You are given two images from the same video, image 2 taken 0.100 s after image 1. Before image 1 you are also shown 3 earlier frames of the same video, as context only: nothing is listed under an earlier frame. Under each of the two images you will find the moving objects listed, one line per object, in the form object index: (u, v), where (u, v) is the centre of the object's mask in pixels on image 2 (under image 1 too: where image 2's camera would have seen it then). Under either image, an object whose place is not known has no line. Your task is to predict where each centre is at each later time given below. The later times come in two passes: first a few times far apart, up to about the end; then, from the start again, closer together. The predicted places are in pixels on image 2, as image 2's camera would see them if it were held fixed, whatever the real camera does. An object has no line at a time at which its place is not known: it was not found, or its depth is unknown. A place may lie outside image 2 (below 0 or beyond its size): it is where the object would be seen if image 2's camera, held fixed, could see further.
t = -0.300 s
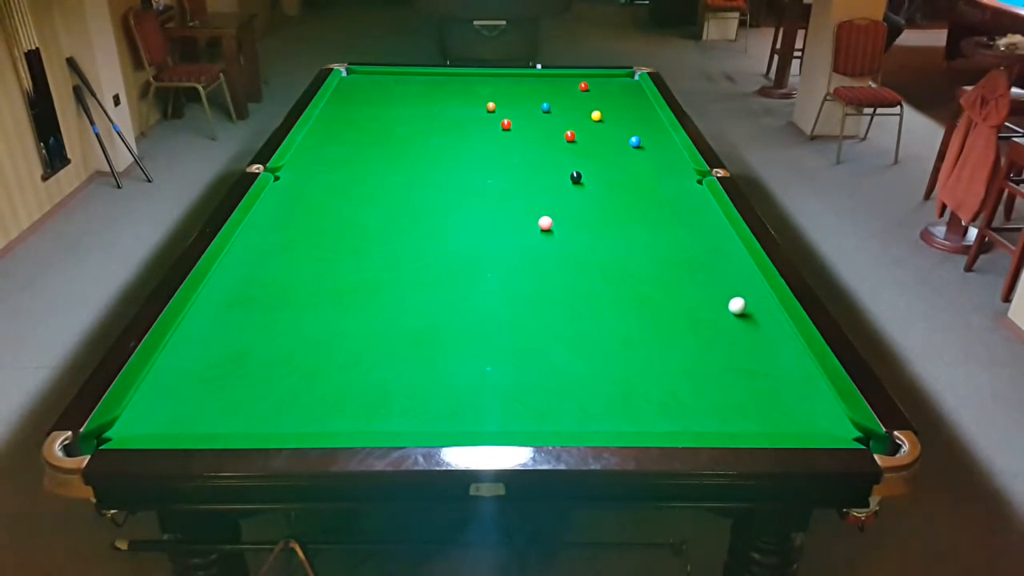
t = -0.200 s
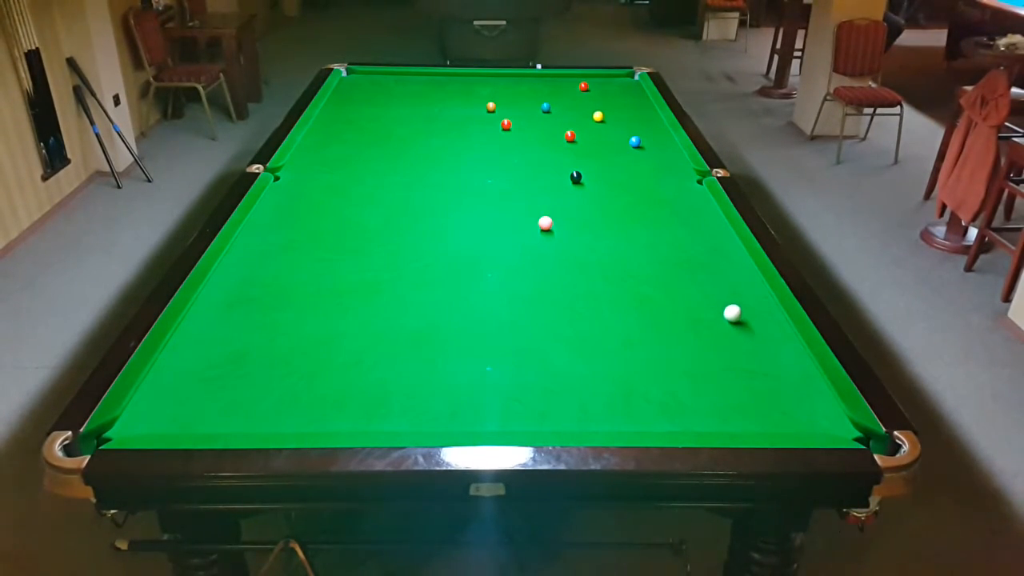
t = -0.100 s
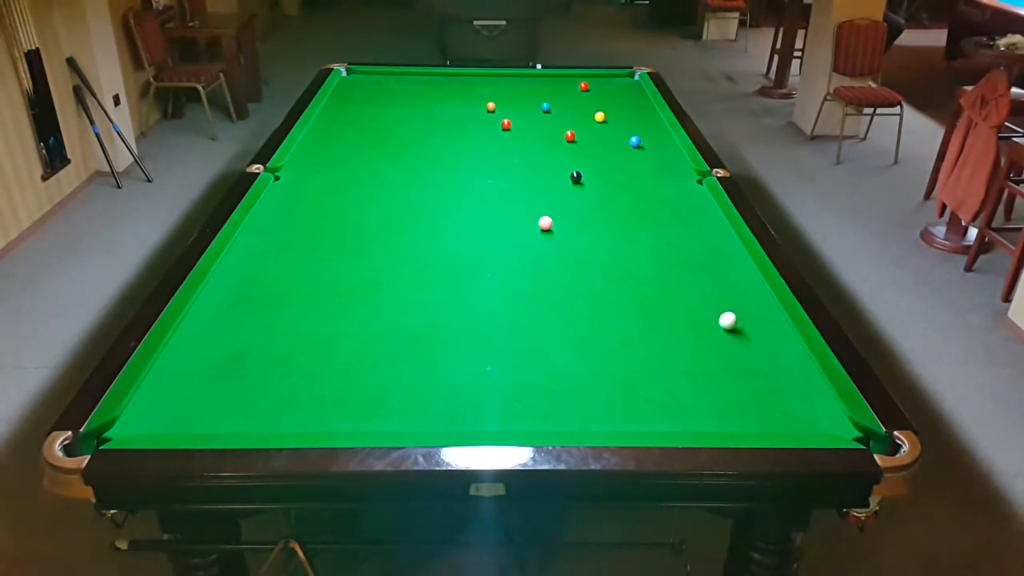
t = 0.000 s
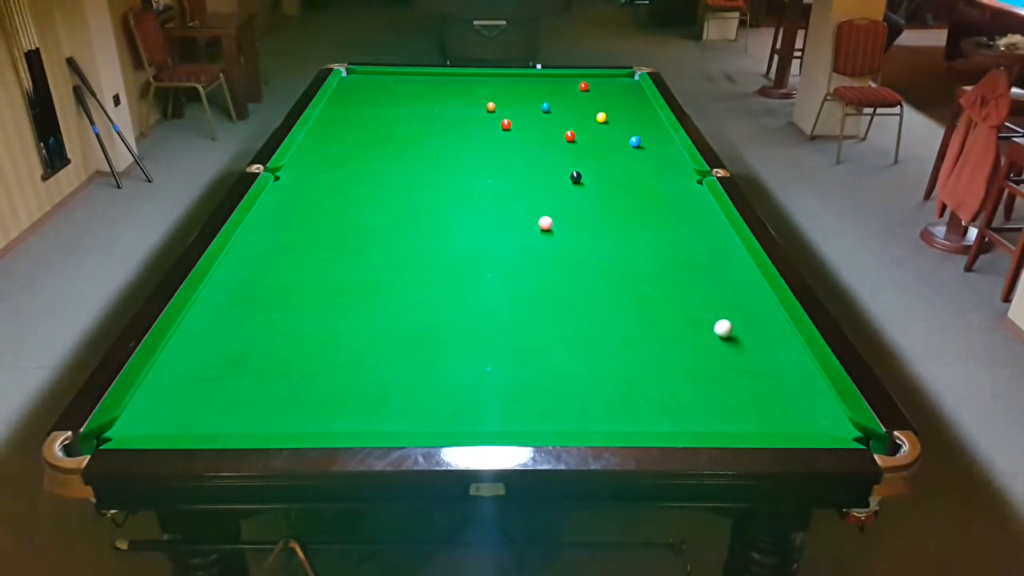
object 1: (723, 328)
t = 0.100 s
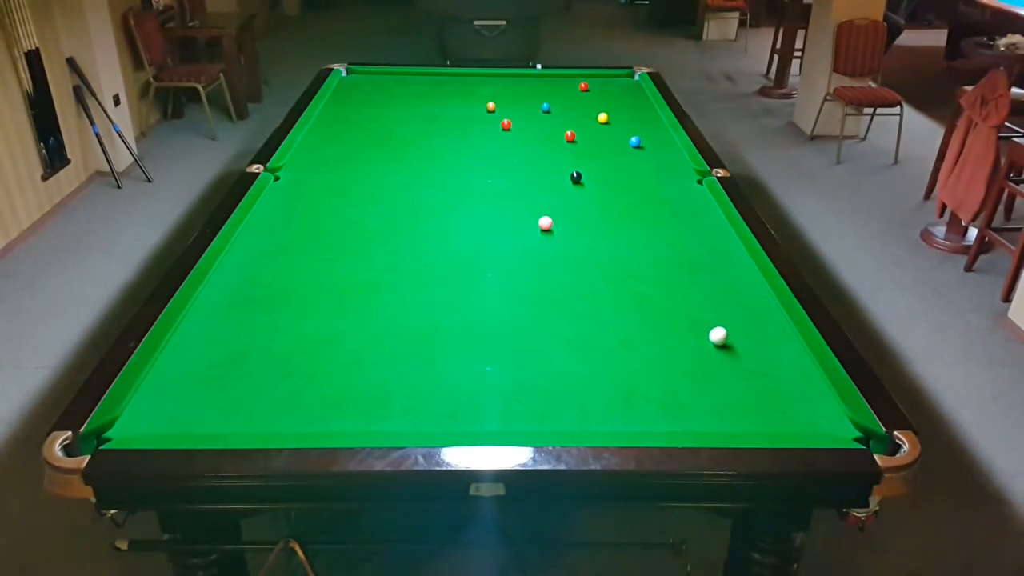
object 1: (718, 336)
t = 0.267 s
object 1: (710, 349)
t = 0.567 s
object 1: (695, 372)
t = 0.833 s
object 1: (681, 393)
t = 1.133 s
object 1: (666, 417)
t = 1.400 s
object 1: (651, 421)
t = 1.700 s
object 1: (634, 410)
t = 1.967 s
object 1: (623, 402)
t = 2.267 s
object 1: (612, 394)
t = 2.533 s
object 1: (605, 390)
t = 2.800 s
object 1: (601, 387)
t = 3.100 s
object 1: (599, 385)
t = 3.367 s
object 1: (599, 385)
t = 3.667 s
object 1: (599, 385)
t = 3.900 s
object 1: (597, 380)
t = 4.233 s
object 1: (598, 379)
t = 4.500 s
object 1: (599, 385)
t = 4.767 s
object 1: (599, 385)
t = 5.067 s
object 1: (599, 385)
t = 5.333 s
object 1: (599, 385)
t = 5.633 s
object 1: (599, 385)
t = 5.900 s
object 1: (599, 385)
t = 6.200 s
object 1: (599, 385)
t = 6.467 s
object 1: (599, 385)
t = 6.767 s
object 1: (599, 385)
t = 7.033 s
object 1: (599, 385)
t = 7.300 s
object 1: (599, 385)
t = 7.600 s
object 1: (599, 385)
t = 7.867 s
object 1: (599, 385)
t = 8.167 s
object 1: (599, 385)
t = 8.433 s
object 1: (599, 385)
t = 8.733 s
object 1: (599, 385)
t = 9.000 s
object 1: (599, 385)
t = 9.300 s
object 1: (599, 385)
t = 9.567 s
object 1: (599, 385)
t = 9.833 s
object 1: (599, 385)
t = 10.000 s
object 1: (599, 385)
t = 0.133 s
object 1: (716, 338)
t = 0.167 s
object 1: (715, 341)
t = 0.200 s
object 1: (713, 344)
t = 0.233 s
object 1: (712, 346)
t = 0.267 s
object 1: (710, 349)
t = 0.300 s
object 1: (708, 351)
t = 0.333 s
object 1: (707, 354)
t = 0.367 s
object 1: (705, 357)
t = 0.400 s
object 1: (703, 359)
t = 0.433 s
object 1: (702, 362)
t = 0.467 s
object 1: (700, 364)
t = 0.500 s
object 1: (698, 367)
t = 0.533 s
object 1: (697, 370)
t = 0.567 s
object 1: (695, 372)
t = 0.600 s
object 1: (693, 375)
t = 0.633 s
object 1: (691, 377)
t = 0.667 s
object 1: (690, 380)
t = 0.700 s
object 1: (688, 383)
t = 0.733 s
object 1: (686, 385)
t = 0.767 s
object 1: (684, 388)
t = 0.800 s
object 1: (683, 391)
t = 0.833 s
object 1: (681, 393)
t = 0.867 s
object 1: (679, 396)
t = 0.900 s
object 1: (678, 398)
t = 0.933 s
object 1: (676, 401)
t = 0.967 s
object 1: (674, 404)
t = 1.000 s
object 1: (673, 406)
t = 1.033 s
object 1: (671, 409)
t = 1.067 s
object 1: (669, 411)
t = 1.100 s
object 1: (667, 414)
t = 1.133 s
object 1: (666, 417)
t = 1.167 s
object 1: (664, 419)
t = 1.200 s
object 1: (662, 420)
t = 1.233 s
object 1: (660, 422)
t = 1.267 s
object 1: (659, 424)
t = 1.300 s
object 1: (656, 424)
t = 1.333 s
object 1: (654, 423)
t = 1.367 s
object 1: (653, 422)
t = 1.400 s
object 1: (651, 421)
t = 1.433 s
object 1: (649, 420)
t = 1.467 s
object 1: (647, 419)
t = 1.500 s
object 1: (645, 418)
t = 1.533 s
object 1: (643, 417)
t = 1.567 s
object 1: (641, 415)
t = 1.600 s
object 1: (640, 414)
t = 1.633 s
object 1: (638, 413)
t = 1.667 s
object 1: (636, 411)
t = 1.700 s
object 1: (634, 410)
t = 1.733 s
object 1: (633, 409)
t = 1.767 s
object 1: (631, 408)
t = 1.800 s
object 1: (630, 406)
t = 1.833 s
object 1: (628, 406)
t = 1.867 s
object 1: (627, 405)
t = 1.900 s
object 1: (625, 404)
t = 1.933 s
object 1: (624, 403)
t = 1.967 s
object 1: (623, 402)
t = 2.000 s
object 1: (621, 401)
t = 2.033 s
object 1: (620, 400)
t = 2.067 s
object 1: (619, 399)
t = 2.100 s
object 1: (617, 398)
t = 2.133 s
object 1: (616, 397)
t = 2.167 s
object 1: (615, 396)
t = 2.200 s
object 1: (614, 396)
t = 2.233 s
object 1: (613, 395)
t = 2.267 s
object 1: (612, 394)
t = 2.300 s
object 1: (611, 394)
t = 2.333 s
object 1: (610, 393)
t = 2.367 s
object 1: (609, 393)
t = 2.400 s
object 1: (608, 392)
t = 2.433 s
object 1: (608, 391)
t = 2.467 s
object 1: (607, 391)
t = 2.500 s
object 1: (606, 390)
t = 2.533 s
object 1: (605, 390)
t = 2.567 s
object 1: (605, 389)
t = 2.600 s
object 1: (604, 389)
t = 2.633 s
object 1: (603, 388)
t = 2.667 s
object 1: (603, 388)
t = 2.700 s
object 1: (602, 388)
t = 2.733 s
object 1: (602, 387)
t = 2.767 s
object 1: (601, 387)
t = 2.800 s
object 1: (601, 387)
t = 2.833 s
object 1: (601, 386)
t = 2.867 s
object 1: (600, 386)
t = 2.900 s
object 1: (600, 386)
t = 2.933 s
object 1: (600, 386)
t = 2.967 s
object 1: (599, 385)
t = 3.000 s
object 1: (599, 385)
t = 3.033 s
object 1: (599, 385)
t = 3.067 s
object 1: (599, 385)
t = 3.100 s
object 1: (599, 385)
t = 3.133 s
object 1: (599, 385)
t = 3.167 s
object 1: (599, 385)
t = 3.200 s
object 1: (599, 385)
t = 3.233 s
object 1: (599, 385)
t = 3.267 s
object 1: (599, 385)
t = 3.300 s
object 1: (599, 385)
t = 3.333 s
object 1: (599, 385)
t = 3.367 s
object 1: (599, 385)
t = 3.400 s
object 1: (599, 385)
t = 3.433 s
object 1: (599, 385)
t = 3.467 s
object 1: (599, 385)
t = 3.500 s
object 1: (599, 385)
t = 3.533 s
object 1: (599, 385)
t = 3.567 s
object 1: (599, 385)
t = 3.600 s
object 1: (599, 385)
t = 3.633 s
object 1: (599, 385)
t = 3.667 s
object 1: (599, 385)
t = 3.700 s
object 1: (599, 385)
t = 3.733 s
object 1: (599, 385)
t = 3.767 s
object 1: (599, 385)
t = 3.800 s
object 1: (599, 385)
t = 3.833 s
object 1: (599, 385)
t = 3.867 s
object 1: (599, 385)
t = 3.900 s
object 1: (597, 380)
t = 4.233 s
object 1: (598, 379)
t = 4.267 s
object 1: (598, 381)
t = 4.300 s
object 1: (599, 384)
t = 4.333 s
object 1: (599, 385)
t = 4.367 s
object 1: (599, 385)
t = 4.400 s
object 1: (599, 385)
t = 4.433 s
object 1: (599, 385)
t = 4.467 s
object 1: (599, 385)
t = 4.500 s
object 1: (599, 385)
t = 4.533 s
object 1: (599, 385)
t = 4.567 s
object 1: (599, 385)
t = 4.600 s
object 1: (599, 385)
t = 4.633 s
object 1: (599, 385)
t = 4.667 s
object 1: (599, 385)
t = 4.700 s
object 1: (599, 385)
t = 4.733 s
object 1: (599, 385)
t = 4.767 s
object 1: (599, 385)
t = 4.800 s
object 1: (599, 385)
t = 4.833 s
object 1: (599, 385)
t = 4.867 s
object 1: (599, 385)
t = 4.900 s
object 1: (599, 385)
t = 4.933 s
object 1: (599, 385)
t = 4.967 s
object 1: (599, 385)
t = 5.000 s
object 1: (599, 385)
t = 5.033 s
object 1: (599, 385)
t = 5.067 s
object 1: (599, 385)
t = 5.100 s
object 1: (599, 385)
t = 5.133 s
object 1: (599, 385)
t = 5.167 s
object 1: (599, 385)
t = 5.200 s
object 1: (599, 385)
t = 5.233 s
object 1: (599, 385)
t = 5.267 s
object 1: (599, 385)
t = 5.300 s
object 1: (599, 385)
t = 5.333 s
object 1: (599, 385)
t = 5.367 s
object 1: (599, 385)
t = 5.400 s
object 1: (599, 385)
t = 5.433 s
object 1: (599, 385)
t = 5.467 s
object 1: (599, 385)
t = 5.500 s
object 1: (599, 385)
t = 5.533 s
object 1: (599, 385)
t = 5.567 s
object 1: (599, 385)
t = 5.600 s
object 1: (599, 385)
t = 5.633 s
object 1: (599, 385)
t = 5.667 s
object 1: (599, 385)
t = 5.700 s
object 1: (599, 385)
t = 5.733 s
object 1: (599, 385)
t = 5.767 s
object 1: (599, 385)
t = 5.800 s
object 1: (599, 385)
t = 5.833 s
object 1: (599, 385)
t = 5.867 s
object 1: (599, 385)
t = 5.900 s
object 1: (599, 385)
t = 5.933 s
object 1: (599, 385)
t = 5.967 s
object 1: (599, 385)
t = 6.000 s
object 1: (599, 385)
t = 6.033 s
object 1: (599, 385)
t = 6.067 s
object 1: (599, 385)
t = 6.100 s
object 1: (599, 385)
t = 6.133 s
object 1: (599, 385)
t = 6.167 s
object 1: (599, 385)
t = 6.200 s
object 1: (599, 385)
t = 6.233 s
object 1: (599, 385)
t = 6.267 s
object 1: (599, 385)
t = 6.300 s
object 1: (599, 385)
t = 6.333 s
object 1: (599, 385)
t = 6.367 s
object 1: (599, 385)
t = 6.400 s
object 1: (599, 385)
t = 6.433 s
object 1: (599, 385)
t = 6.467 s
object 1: (599, 385)
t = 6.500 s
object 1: (599, 385)
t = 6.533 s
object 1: (599, 385)
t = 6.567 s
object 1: (599, 385)
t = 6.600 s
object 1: (599, 385)
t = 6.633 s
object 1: (599, 385)
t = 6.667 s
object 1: (599, 385)
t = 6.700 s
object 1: (599, 385)
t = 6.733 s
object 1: (599, 385)
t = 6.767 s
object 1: (599, 385)
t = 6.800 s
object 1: (599, 385)
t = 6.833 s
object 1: (599, 385)
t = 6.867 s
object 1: (599, 385)
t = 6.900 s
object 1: (599, 385)
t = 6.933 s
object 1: (599, 385)
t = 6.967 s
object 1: (599, 385)
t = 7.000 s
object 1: (599, 386)
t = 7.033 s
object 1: (599, 385)
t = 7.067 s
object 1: (599, 385)
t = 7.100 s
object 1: (599, 385)
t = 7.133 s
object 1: (599, 385)
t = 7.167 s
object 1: (599, 385)
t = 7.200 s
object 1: (599, 385)
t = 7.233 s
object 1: (599, 385)
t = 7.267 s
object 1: (599, 385)
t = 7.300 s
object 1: (599, 385)
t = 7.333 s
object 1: (599, 385)
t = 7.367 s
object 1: (599, 385)
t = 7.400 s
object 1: (599, 385)
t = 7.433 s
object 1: (599, 385)
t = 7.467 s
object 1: (599, 385)
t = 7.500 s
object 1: (599, 385)
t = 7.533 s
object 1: (599, 385)
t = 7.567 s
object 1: (599, 385)
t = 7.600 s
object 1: (599, 385)
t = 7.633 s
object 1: (599, 385)
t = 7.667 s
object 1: (599, 385)
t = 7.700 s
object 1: (599, 385)
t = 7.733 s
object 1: (599, 385)
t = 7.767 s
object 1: (599, 385)
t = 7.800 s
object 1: (599, 385)
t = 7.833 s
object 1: (599, 385)
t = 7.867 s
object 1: (599, 385)
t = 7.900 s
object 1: (599, 385)
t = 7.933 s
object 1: (599, 385)
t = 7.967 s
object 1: (599, 385)
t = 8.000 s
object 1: (599, 385)
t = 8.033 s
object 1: (599, 385)
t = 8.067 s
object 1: (599, 385)
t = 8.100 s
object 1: (599, 385)
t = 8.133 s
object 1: (599, 385)
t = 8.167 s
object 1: (599, 385)
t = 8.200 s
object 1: (599, 385)
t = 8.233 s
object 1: (599, 385)
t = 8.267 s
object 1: (599, 385)
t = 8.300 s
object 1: (599, 385)
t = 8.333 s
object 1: (599, 385)
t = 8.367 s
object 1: (599, 385)
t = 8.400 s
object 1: (599, 385)
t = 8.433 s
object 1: (599, 385)
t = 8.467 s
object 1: (599, 385)
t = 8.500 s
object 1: (599, 385)
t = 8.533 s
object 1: (599, 385)
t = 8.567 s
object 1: (599, 385)
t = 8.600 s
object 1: (599, 385)
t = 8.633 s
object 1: (599, 385)
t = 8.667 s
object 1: (599, 385)
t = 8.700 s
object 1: (599, 385)
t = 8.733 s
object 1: (599, 385)
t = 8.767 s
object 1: (599, 385)
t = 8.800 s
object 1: (599, 385)
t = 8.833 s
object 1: (599, 385)
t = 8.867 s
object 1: (599, 385)
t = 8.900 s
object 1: (599, 385)
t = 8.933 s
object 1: (599, 385)
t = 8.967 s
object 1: (599, 385)
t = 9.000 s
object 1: (599, 385)
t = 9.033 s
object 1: (599, 385)
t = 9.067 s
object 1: (599, 385)
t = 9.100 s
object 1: (599, 385)
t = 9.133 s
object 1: (599, 385)
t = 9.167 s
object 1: (599, 385)
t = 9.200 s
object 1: (599, 385)
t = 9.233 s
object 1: (599, 385)
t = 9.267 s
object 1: (599, 385)
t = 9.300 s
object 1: (599, 385)
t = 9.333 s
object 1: (599, 385)
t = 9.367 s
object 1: (599, 385)
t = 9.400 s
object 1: (599, 385)
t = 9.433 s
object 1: (599, 385)
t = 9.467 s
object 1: (599, 385)
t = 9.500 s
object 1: (599, 385)
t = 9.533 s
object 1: (599, 385)
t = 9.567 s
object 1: (599, 385)
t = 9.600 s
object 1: (599, 385)
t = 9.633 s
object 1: (599, 385)
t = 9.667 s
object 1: (599, 385)
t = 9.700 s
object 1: (599, 385)
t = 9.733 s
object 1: (599, 385)
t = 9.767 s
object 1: (599, 385)
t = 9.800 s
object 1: (599, 385)
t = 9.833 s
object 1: (599, 385)
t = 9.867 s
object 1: (599, 385)
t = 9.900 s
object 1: (599, 385)
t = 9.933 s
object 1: (599, 385)
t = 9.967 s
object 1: (599, 385)
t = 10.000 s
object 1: (599, 385)
